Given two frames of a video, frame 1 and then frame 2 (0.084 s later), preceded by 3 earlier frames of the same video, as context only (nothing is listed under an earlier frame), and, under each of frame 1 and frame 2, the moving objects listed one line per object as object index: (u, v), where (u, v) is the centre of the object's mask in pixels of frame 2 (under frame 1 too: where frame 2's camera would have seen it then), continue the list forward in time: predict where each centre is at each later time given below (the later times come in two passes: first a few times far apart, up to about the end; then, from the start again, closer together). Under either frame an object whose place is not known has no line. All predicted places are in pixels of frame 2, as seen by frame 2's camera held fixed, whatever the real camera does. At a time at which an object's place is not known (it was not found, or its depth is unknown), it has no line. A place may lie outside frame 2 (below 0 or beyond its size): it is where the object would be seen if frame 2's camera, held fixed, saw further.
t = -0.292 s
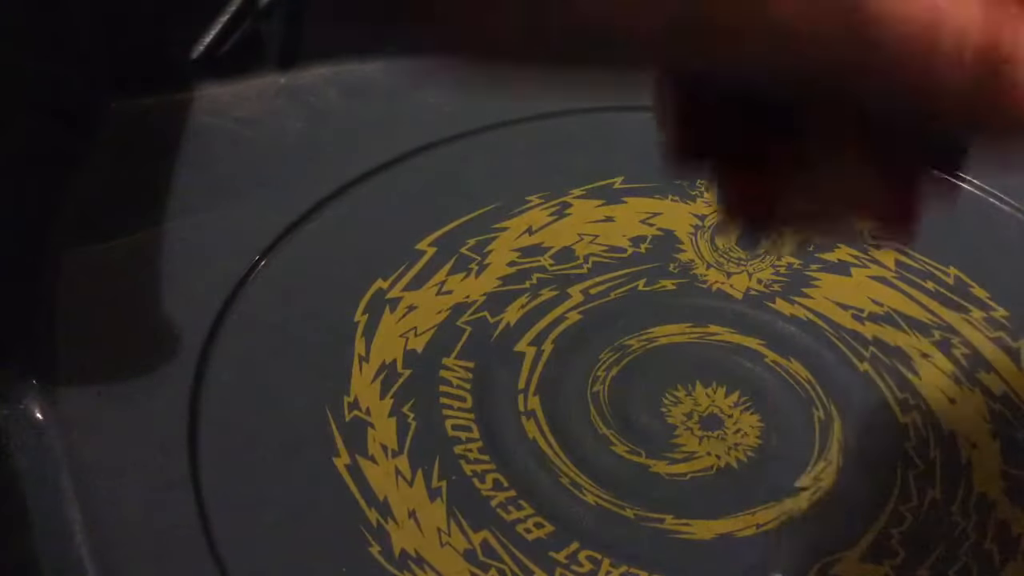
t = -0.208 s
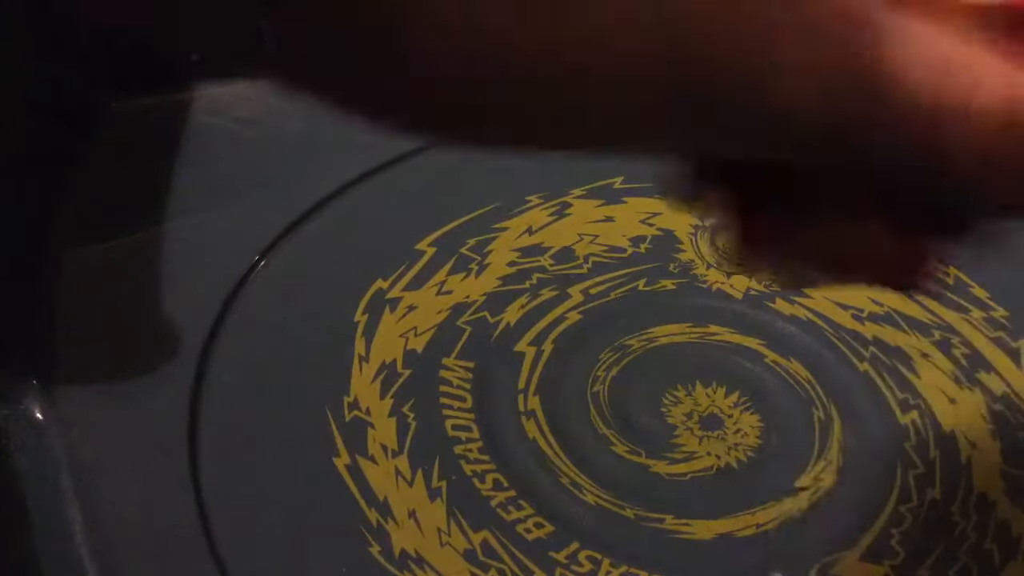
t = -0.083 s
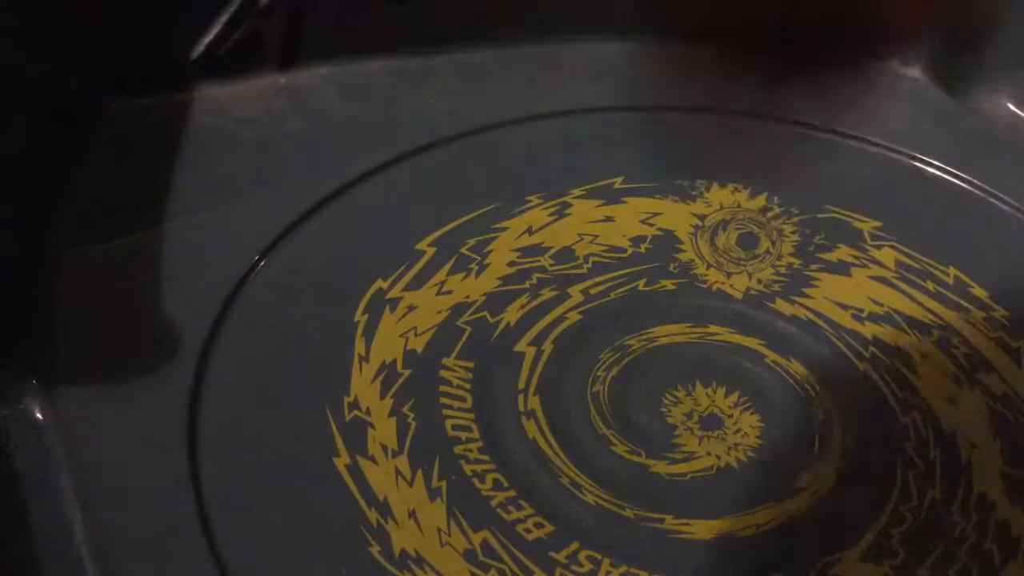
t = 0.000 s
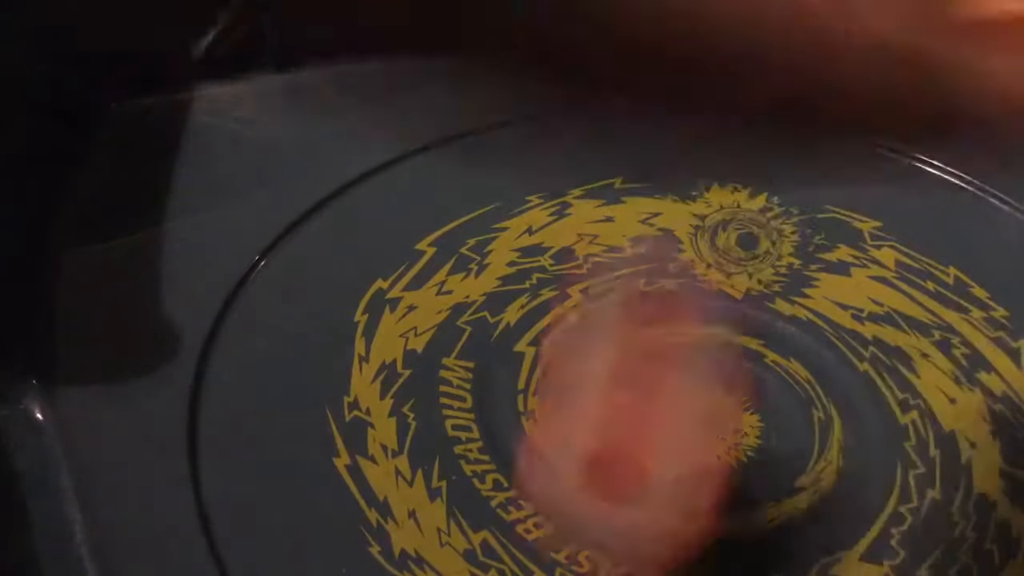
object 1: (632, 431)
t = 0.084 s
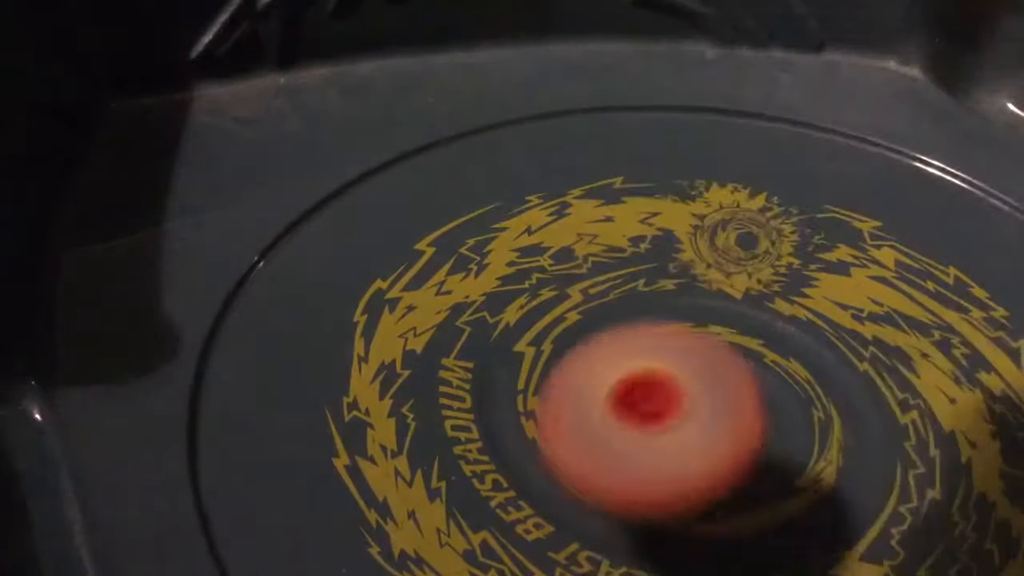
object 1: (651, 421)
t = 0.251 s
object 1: (763, 397)
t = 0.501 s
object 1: (986, 349)
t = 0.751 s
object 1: (963, 302)
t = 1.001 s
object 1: (714, 377)
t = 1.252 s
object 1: (709, 495)
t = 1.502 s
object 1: (870, 399)
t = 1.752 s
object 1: (675, 305)
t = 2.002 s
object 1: (598, 467)
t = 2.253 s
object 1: (939, 447)
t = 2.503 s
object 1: (739, 221)
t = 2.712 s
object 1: (451, 243)
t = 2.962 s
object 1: (543, 504)
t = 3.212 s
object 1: (966, 437)
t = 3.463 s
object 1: (858, 170)
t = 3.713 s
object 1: (537, 176)
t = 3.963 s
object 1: (601, 491)
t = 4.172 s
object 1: (1003, 481)
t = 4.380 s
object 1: (978, 265)
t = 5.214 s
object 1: (971, 538)
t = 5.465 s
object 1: (857, 345)
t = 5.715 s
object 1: (572, 261)
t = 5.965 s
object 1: (599, 464)
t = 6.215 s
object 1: (867, 436)
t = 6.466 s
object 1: (711, 257)
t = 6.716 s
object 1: (634, 426)
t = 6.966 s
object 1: (875, 400)
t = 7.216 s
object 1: (792, 283)
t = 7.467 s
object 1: (701, 259)
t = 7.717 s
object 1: (606, 280)
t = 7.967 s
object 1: (577, 322)
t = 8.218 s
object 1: (576, 342)
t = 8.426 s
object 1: (573, 357)
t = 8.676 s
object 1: (665, 438)
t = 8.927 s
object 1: (761, 428)
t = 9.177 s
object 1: (768, 420)
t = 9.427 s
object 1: (772, 381)
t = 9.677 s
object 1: (804, 330)
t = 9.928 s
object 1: (727, 360)
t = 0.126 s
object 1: (664, 433)
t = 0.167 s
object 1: (689, 432)
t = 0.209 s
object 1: (732, 391)
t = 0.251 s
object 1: (763, 397)
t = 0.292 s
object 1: (810, 381)
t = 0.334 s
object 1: (855, 379)
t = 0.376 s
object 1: (906, 380)
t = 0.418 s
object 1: (938, 377)
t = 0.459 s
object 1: (967, 364)
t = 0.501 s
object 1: (986, 349)
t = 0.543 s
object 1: (996, 334)
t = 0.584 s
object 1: (999, 321)
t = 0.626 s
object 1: (997, 310)
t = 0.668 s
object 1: (989, 304)
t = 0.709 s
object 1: (979, 301)
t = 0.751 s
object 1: (963, 302)
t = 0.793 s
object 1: (944, 306)
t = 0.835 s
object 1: (910, 313)
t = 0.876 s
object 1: (855, 324)
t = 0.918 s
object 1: (807, 335)
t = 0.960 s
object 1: (755, 354)
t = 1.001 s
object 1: (714, 377)
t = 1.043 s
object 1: (678, 410)
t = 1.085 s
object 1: (660, 433)
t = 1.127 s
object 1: (654, 456)
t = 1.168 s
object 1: (657, 479)
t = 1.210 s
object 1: (677, 490)
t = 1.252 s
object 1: (709, 495)
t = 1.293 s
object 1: (746, 487)
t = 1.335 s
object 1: (788, 468)
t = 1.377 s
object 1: (824, 457)
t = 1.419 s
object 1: (854, 450)
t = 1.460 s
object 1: (870, 431)
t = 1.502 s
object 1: (870, 399)
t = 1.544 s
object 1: (864, 374)
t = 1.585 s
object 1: (848, 354)
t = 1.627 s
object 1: (820, 339)
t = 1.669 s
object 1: (776, 325)
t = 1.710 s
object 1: (722, 313)
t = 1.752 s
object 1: (675, 305)
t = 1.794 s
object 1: (629, 306)
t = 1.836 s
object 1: (590, 321)
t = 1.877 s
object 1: (563, 342)
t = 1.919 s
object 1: (556, 376)
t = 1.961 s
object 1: (569, 424)
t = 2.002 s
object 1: (598, 467)
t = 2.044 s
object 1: (646, 494)
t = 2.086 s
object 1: (715, 508)
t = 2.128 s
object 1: (796, 515)
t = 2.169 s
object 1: (871, 507)
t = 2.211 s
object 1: (921, 487)
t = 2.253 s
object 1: (939, 447)
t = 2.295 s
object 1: (945, 399)
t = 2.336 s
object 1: (934, 351)
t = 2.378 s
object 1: (904, 312)
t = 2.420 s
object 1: (854, 272)
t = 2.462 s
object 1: (798, 244)
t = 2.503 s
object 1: (739, 221)
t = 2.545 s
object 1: (671, 204)
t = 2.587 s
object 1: (608, 203)
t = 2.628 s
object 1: (549, 205)
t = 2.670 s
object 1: (493, 222)
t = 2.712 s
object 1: (451, 243)
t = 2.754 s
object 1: (415, 275)
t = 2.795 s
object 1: (395, 322)
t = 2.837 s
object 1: (400, 369)
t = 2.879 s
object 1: (422, 422)
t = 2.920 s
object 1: (479, 477)
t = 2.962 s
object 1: (543, 504)
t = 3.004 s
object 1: (635, 520)
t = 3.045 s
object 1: (724, 527)
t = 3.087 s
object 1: (815, 523)
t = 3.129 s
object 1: (895, 511)
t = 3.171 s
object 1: (938, 487)
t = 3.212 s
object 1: (966, 437)
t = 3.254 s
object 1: (977, 377)
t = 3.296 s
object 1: (973, 323)
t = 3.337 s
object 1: (964, 272)
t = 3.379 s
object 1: (946, 237)
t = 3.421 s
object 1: (906, 195)
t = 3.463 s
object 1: (858, 170)
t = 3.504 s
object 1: (802, 150)
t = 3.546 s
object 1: (738, 136)
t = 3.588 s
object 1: (686, 134)
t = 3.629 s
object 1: (634, 141)
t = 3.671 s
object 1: (581, 154)
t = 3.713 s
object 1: (537, 176)
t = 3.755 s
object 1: (503, 209)
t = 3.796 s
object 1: (474, 248)
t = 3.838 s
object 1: (458, 297)
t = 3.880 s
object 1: (482, 375)
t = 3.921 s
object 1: (527, 441)
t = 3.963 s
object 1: (601, 491)
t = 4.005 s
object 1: (710, 518)
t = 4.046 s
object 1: (811, 529)
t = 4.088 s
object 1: (908, 528)
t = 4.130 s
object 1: (960, 518)
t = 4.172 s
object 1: (1003, 481)
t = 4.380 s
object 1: (978, 265)
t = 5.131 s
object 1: (948, 560)
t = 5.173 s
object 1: (964, 549)
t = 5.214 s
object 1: (971, 538)
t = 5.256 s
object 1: (973, 518)
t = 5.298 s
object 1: (970, 496)
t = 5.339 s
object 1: (963, 457)
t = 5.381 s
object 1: (943, 418)
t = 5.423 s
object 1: (912, 380)
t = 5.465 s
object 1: (857, 345)
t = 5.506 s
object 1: (808, 310)
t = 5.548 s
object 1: (763, 283)
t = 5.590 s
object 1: (716, 267)
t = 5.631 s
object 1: (668, 254)
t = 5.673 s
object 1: (625, 256)
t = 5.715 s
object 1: (572, 261)
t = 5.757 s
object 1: (529, 277)
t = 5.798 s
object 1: (500, 308)
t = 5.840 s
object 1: (499, 346)
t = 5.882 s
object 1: (523, 395)
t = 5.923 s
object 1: (560, 435)
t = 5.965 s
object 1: (599, 464)
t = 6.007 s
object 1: (633, 478)
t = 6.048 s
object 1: (681, 490)
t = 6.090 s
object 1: (724, 492)
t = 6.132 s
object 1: (778, 490)
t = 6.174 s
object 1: (827, 469)
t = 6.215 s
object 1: (867, 436)
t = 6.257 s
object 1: (879, 395)
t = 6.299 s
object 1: (873, 360)
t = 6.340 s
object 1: (847, 321)
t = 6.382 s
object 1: (808, 288)
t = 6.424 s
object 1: (759, 266)
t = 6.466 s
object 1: (711, 257)
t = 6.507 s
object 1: (656, 261)
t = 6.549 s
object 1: (610, 279)
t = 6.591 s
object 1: (581, 312)
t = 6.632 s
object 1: (578, 352)
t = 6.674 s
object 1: (586, 383)
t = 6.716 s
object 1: (634, 426)
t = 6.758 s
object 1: (683, 449)
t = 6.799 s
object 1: (735, 456)
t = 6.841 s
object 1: (798, 451)
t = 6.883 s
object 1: (837, 434)
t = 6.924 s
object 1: (858, 413)
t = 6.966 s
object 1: (875, 400)
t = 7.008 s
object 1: (881, 379)
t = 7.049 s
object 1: (869, 357)
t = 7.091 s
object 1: (851, 331)
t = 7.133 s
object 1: (835, 311)
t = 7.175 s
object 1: (809, 295)
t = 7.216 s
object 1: (792, 283)
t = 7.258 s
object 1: (782, 278)
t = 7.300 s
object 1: (768, 271)
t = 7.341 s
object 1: (752, 265)
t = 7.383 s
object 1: (735, 261)
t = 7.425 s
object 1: (719, 260)
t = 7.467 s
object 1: (701, 259)
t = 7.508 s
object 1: (682, 259)
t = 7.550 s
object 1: (663, 261)
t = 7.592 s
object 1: (645, 264)
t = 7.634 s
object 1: (627, 272)
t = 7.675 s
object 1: (613, 278)
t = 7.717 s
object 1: (606, 280)
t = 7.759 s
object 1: (596, 289)
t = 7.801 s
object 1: (591, 300)
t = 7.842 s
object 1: (580, 301)
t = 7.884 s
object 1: (580, 305)
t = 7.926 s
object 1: (578, 315)
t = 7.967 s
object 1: (577, 322)
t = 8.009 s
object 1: (570, 324)
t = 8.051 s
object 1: (573, 327)
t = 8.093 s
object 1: (571, 331)
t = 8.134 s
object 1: (569, 331)
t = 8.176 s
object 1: (573, 338)
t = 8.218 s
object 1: (576, 342)
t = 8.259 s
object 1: (577, 345)
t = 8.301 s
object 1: (572, 348)
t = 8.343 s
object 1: (572, 347)
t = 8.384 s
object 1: (570, 350)
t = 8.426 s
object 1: (573, 357)
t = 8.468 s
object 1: (579, 367)
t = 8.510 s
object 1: (580, 375)
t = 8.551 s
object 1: (597, 392)
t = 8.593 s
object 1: (608, 404)
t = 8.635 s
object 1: (623, 416)
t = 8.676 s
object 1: (665, 438)
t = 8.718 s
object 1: (677, 444)
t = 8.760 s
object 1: (684, 445)
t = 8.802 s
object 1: (705, 443)
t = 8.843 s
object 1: (722, 436)
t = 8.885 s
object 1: (738, 426)
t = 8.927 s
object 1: (761, 428)
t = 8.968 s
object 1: (774, 435)
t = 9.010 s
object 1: (776, 436)
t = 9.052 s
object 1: (771, 444)
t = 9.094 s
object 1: (766, 442)
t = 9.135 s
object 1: (764, 429)
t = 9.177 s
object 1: (768, 420)
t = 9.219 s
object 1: (769, 409)
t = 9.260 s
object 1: (771, 409)
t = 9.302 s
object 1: (772, 407)
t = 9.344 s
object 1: (780, 397)
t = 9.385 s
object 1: (774, 385)
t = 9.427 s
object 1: (772, 381)
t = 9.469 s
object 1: (777, 374)
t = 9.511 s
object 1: (781, 363)
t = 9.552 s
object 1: (781, 349)
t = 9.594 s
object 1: (786, 340)
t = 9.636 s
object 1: (796, 330)
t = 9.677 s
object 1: (804, 330)
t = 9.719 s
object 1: (802, 327)
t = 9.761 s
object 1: (788, 332)
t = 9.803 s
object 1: (773, 340)
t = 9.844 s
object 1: (759, 348)
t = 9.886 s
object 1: (736, 359)
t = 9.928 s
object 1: (727, 360)
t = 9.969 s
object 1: (721, 365)
